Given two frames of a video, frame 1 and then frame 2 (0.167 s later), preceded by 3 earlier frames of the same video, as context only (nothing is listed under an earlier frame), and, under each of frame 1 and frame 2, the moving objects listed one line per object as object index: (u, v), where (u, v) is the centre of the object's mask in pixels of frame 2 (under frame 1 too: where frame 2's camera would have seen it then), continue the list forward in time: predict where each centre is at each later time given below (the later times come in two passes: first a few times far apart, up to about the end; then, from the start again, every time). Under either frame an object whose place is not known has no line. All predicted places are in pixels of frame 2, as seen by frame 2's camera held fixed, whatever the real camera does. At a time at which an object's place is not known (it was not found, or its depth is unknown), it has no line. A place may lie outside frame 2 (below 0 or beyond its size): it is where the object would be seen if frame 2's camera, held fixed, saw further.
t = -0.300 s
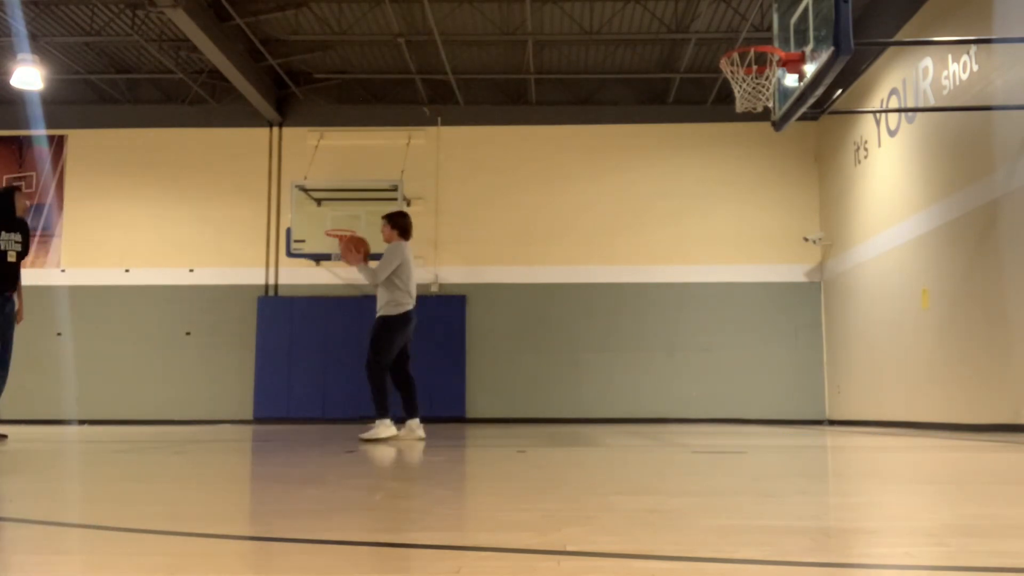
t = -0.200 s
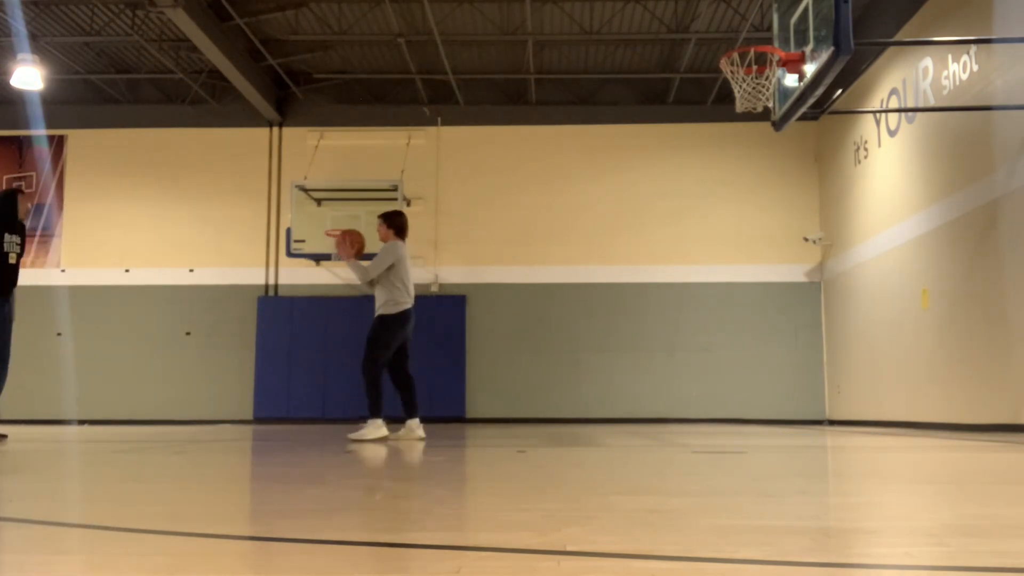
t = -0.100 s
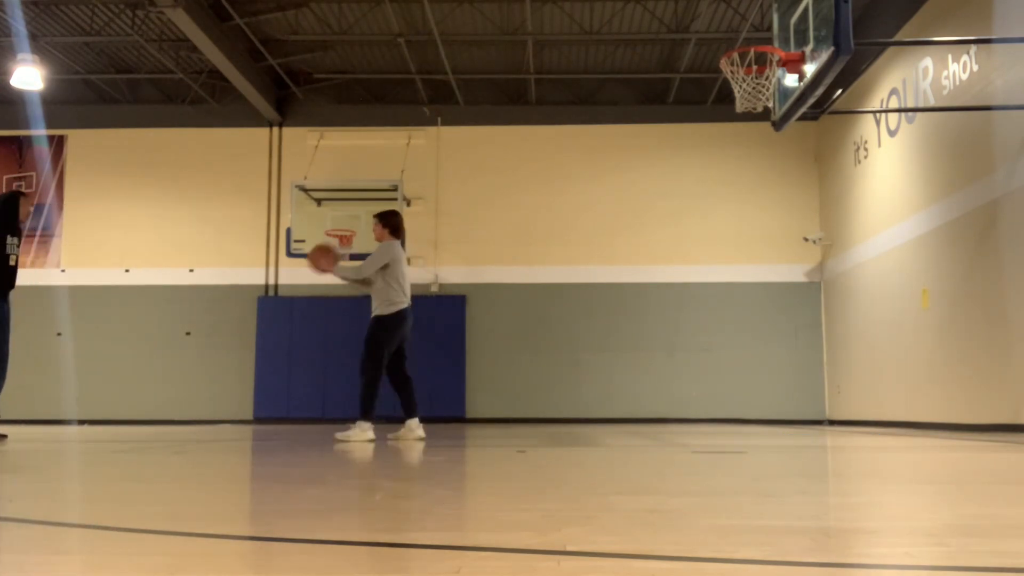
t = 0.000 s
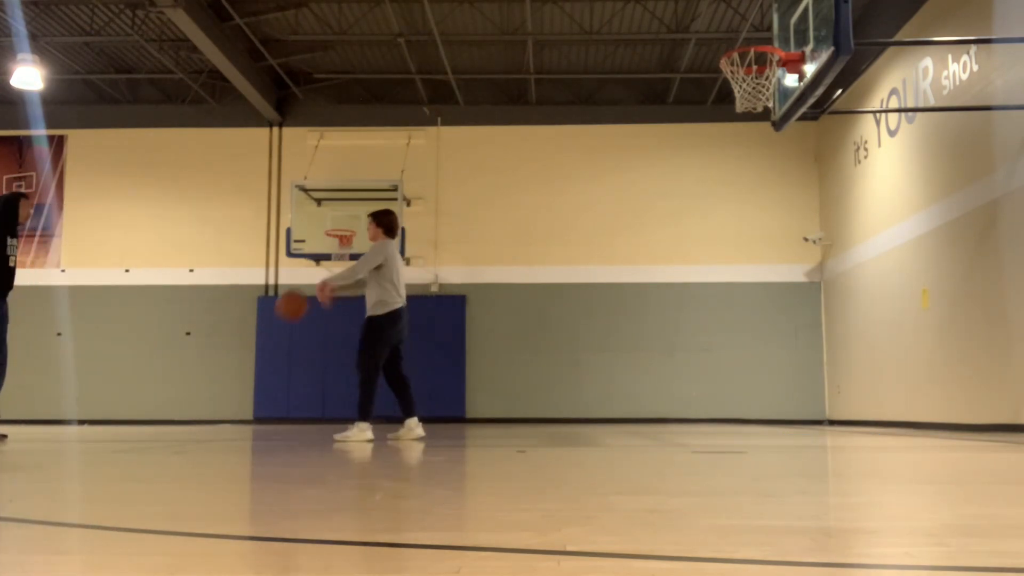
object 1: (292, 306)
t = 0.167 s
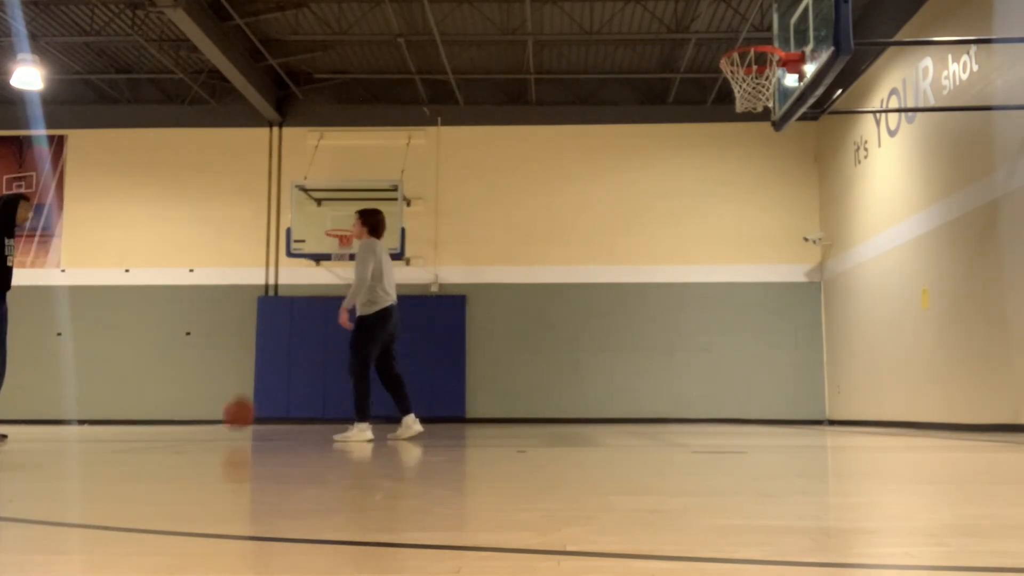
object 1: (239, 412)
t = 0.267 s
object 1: (212, 384)
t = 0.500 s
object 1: (155, 302)
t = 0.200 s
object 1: (229, 420)
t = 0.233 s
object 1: (221, 402)
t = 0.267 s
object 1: (212, 384)
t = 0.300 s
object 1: (204, 368)
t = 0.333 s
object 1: (196, 353)
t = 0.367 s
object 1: (188, 340)
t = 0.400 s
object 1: (179, 329)
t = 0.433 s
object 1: (171, 318)
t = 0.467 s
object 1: (163, 310)
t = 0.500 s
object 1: (155, 302)
